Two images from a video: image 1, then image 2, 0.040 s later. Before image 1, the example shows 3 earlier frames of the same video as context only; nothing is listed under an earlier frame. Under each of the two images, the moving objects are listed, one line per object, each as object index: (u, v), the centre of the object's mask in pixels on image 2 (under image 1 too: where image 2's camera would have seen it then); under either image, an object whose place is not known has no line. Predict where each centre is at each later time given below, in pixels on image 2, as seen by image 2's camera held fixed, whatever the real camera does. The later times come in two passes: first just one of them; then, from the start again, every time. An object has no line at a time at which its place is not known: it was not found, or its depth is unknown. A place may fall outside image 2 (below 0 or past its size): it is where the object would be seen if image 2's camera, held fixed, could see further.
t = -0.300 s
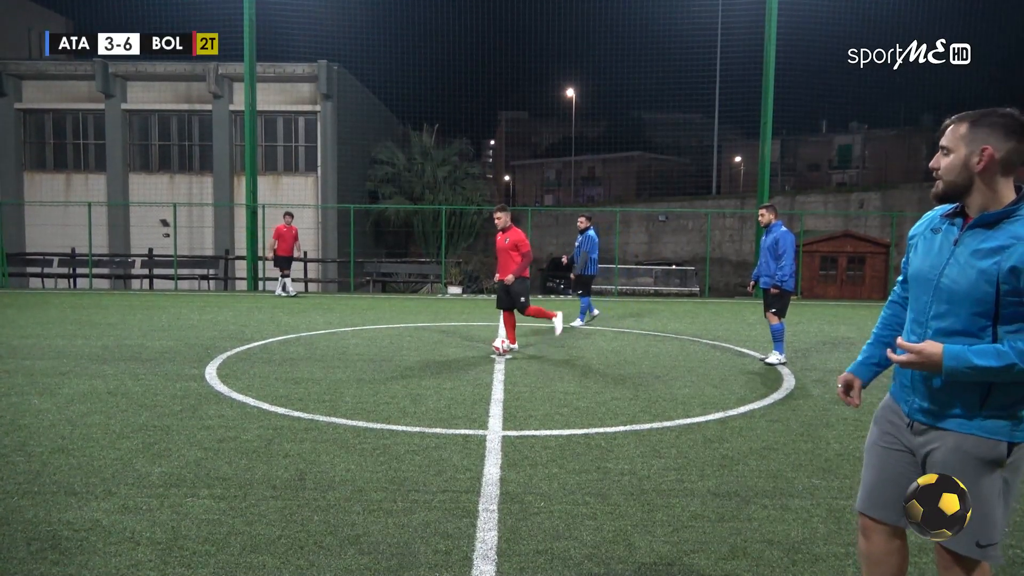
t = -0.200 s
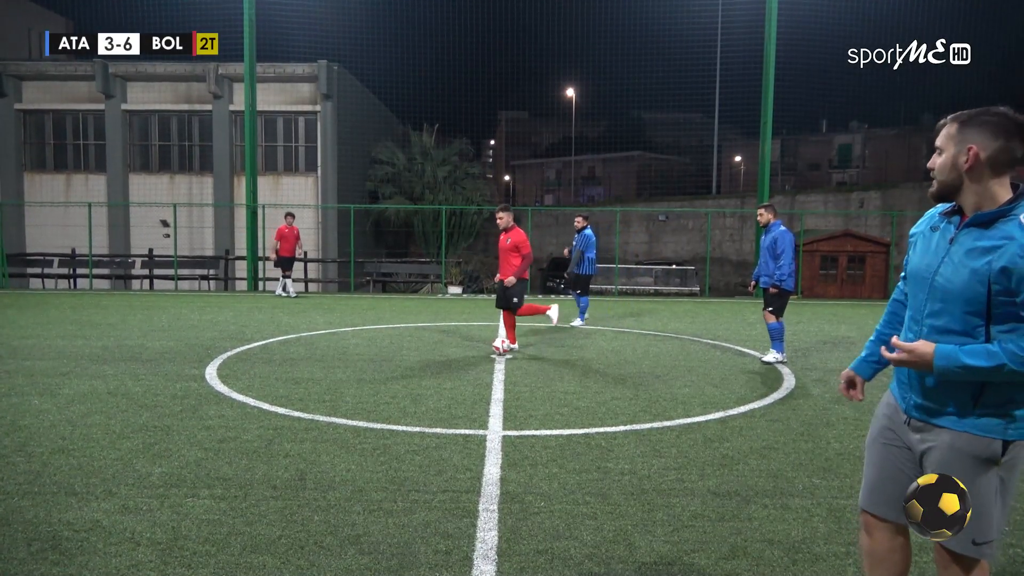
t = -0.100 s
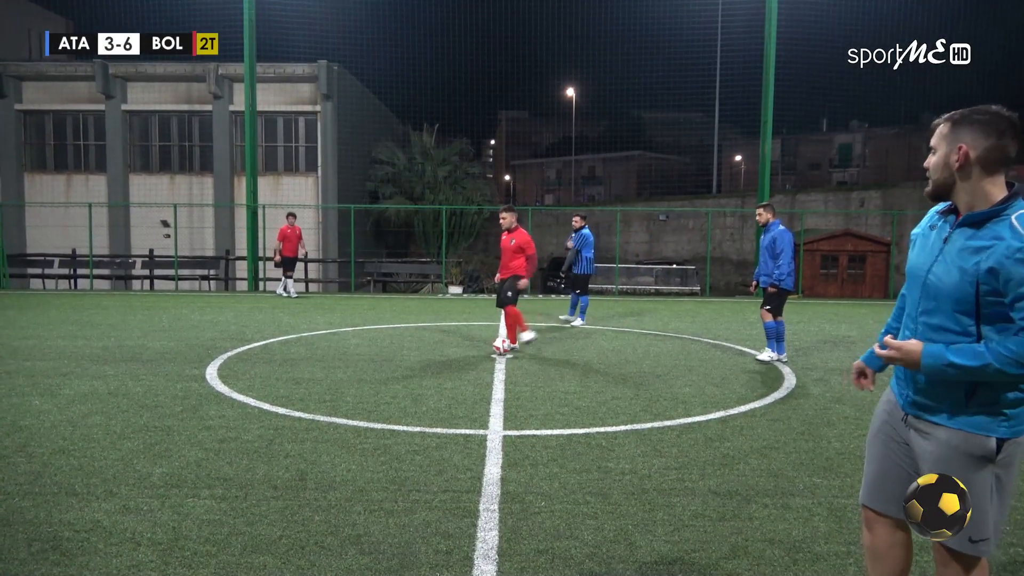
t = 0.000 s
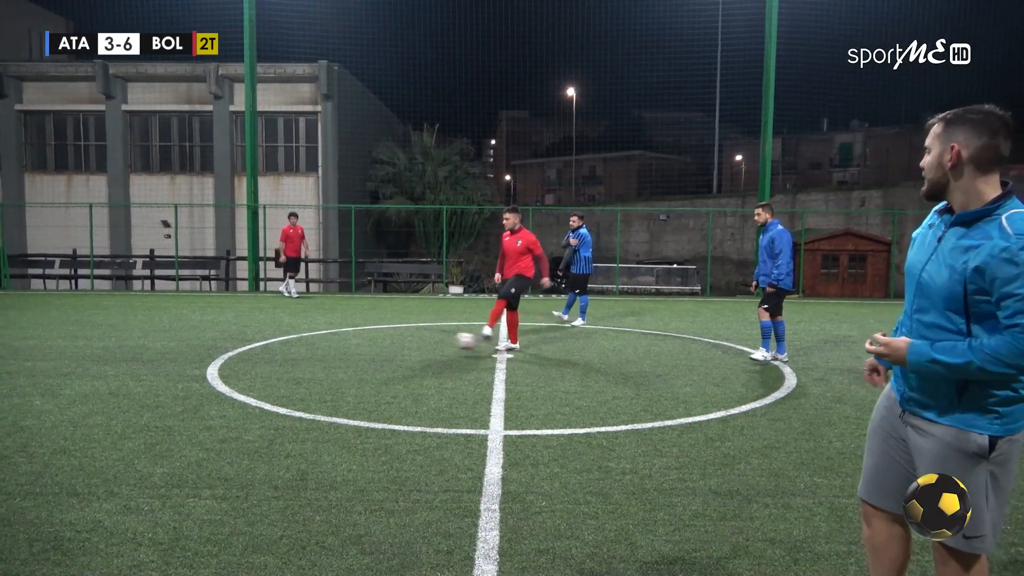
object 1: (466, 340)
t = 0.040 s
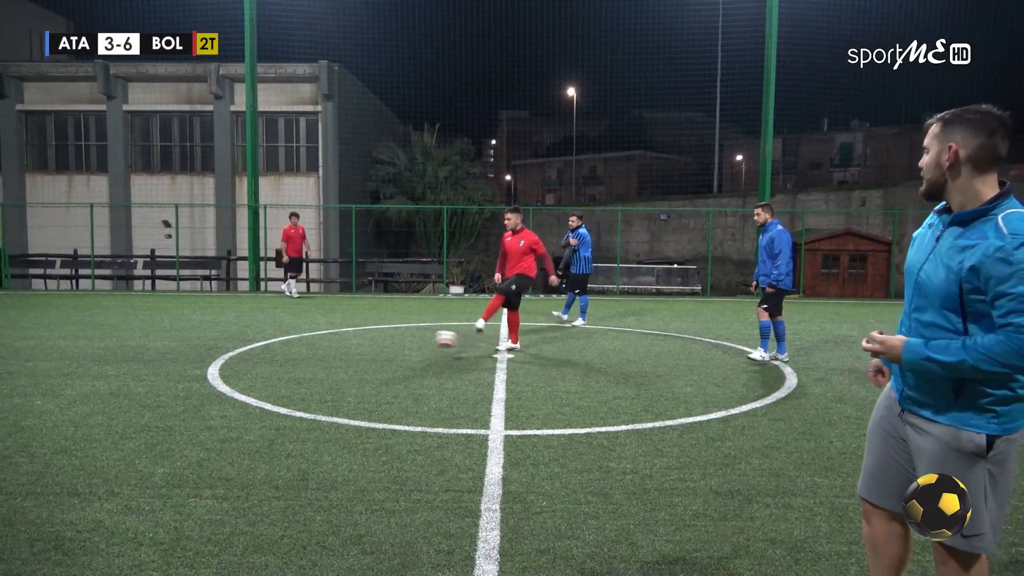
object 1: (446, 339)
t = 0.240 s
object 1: (346, 345)
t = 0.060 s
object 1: (435, 338)
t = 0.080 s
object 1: (425, 338)
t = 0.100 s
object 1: (415, 339)
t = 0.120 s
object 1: (404, 340)
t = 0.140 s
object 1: (394, 340)
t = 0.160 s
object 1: (384, 342)
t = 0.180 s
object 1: (374, 343)
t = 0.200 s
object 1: (363, 346)
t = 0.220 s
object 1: (355, 346)
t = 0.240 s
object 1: (346, 345)
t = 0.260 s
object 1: (336, 344)
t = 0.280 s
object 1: (328, 343)
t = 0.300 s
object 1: (320, 343)
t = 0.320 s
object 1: (312, 343)
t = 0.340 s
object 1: (303, 343)
